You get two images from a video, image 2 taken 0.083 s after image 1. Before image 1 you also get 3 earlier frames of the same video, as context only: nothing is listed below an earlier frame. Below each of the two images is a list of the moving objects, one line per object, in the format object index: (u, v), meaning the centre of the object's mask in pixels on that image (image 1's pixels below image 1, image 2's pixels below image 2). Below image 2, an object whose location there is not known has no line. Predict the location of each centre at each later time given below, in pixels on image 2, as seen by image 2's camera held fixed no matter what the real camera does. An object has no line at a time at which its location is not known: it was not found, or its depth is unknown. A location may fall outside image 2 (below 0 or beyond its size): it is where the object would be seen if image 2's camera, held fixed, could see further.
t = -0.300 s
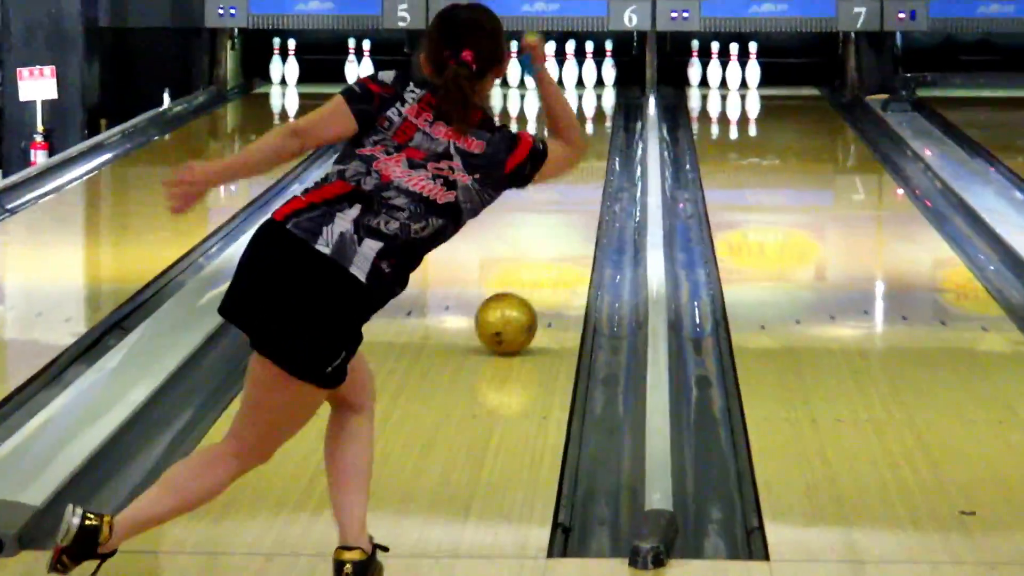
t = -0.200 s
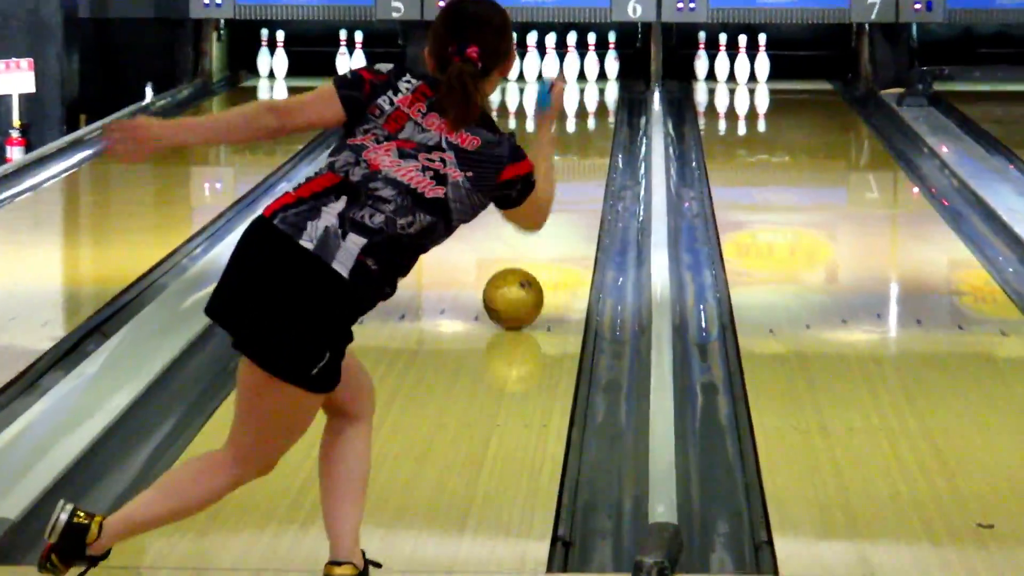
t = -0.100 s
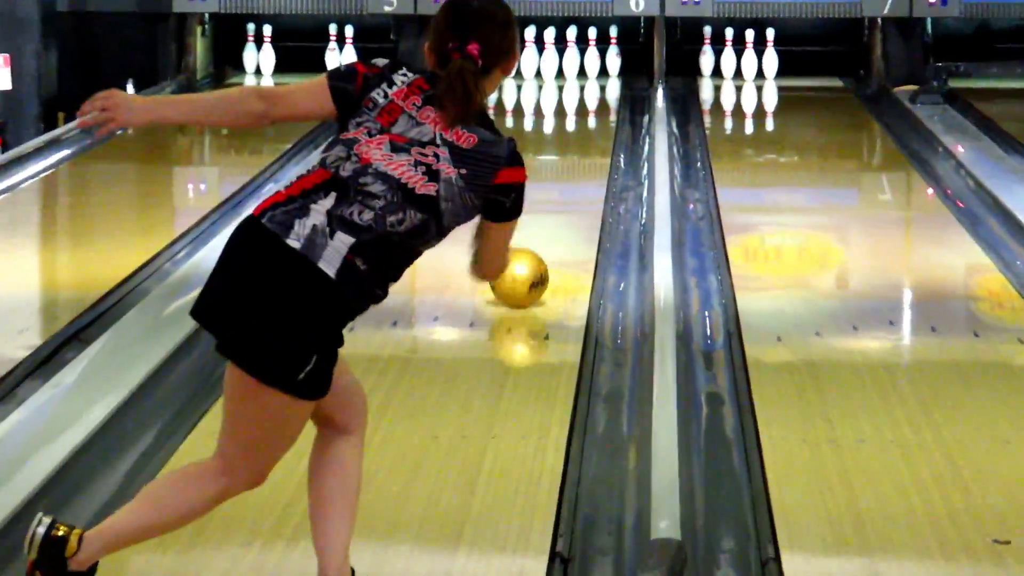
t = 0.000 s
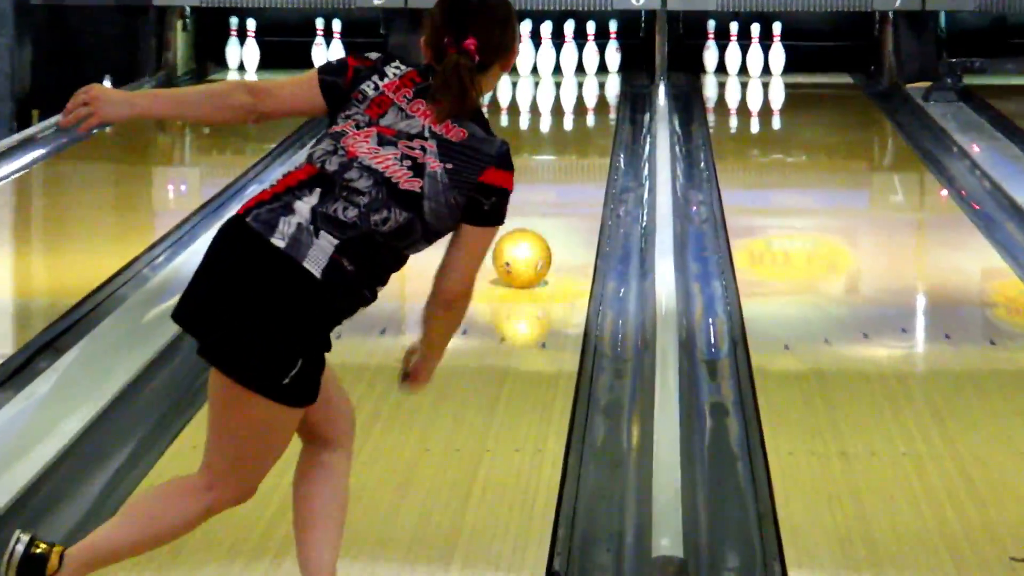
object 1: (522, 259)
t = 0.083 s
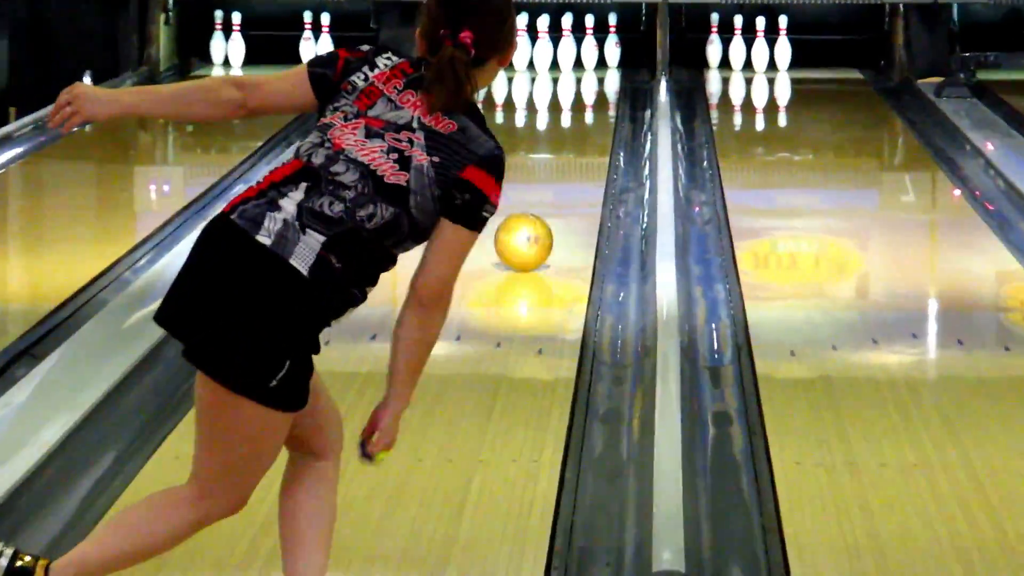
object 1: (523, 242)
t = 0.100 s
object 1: (524, 239)
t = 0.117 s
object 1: (525, 237)
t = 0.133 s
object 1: (525, 233)
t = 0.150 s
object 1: (526, 229)
